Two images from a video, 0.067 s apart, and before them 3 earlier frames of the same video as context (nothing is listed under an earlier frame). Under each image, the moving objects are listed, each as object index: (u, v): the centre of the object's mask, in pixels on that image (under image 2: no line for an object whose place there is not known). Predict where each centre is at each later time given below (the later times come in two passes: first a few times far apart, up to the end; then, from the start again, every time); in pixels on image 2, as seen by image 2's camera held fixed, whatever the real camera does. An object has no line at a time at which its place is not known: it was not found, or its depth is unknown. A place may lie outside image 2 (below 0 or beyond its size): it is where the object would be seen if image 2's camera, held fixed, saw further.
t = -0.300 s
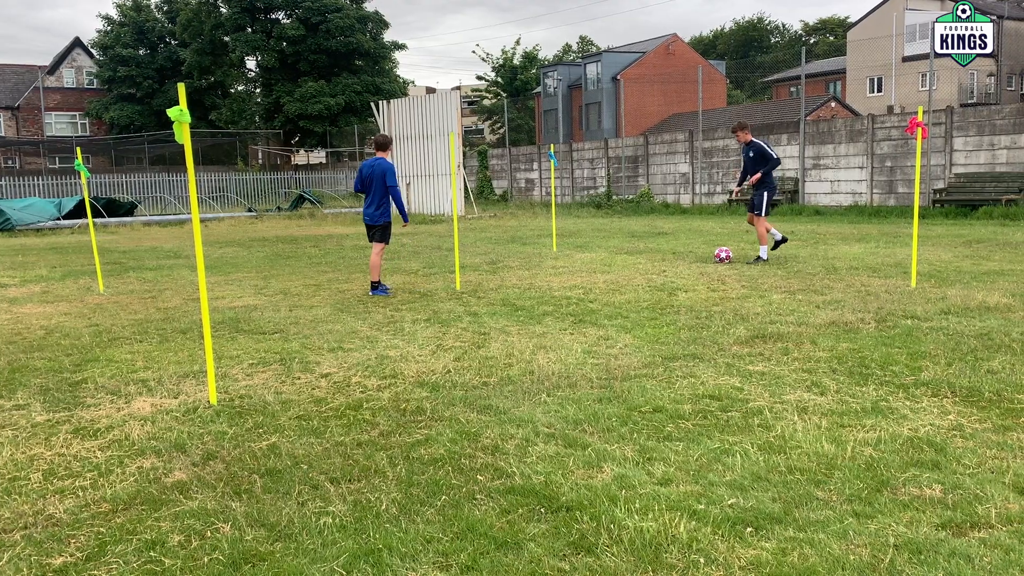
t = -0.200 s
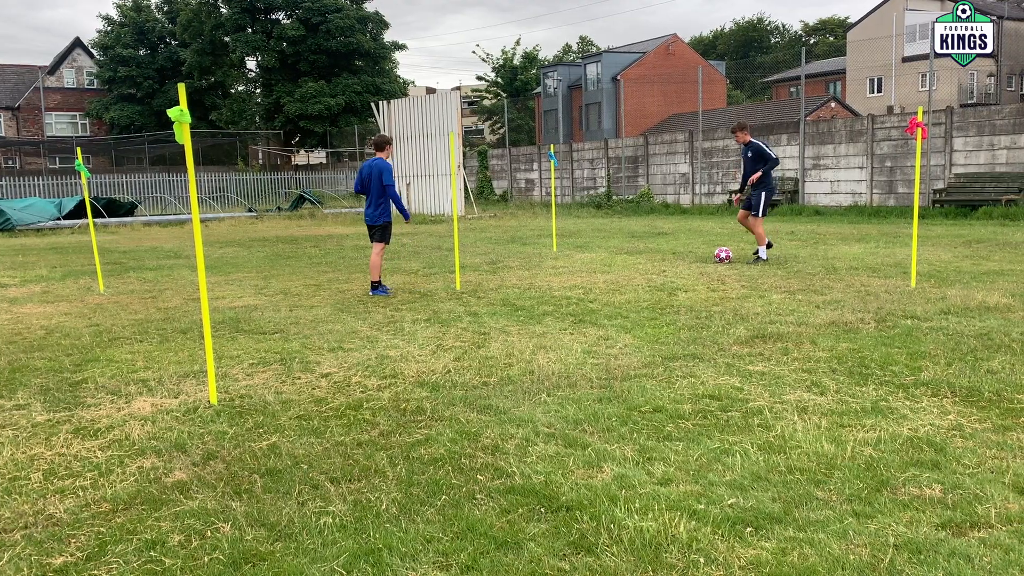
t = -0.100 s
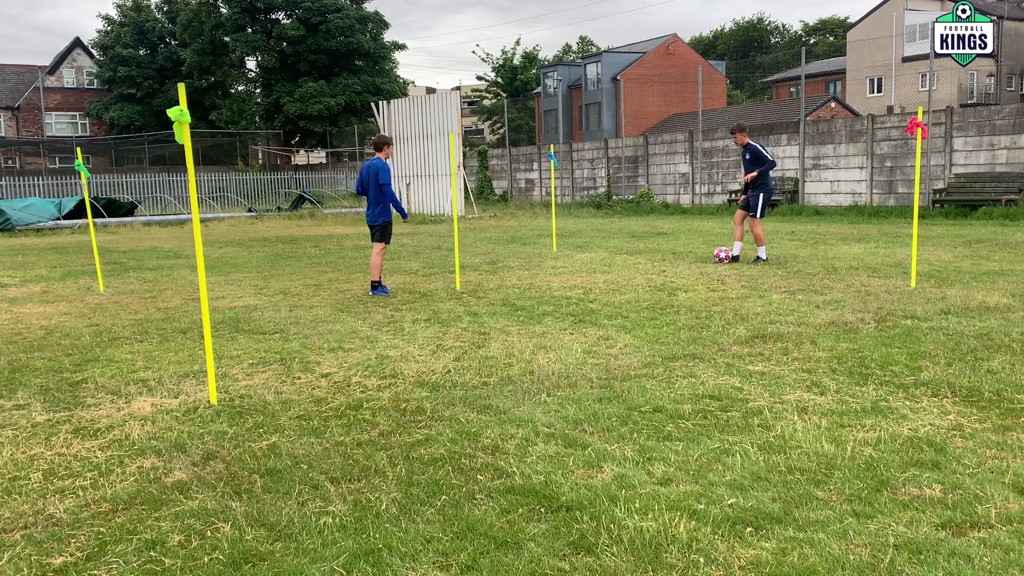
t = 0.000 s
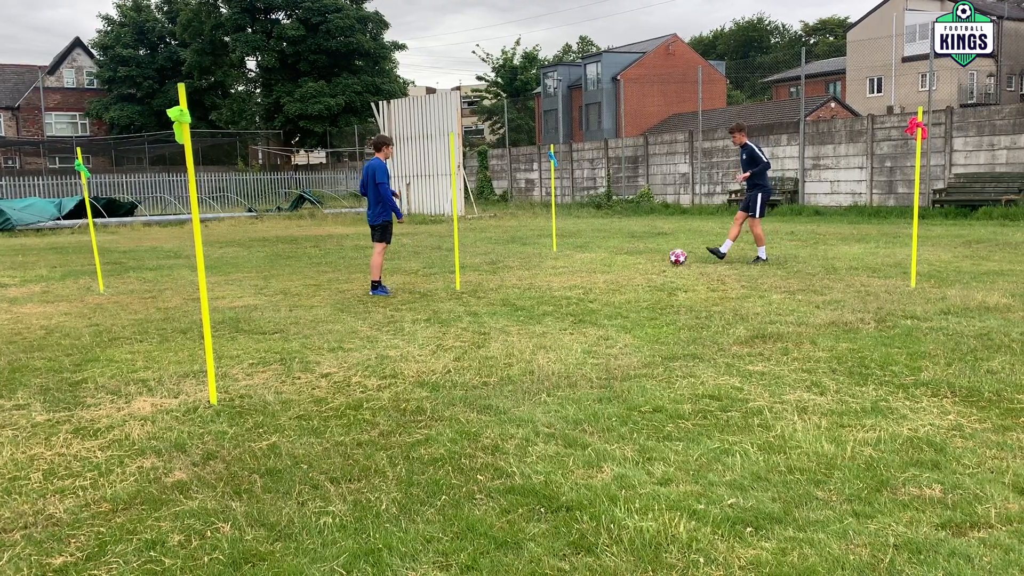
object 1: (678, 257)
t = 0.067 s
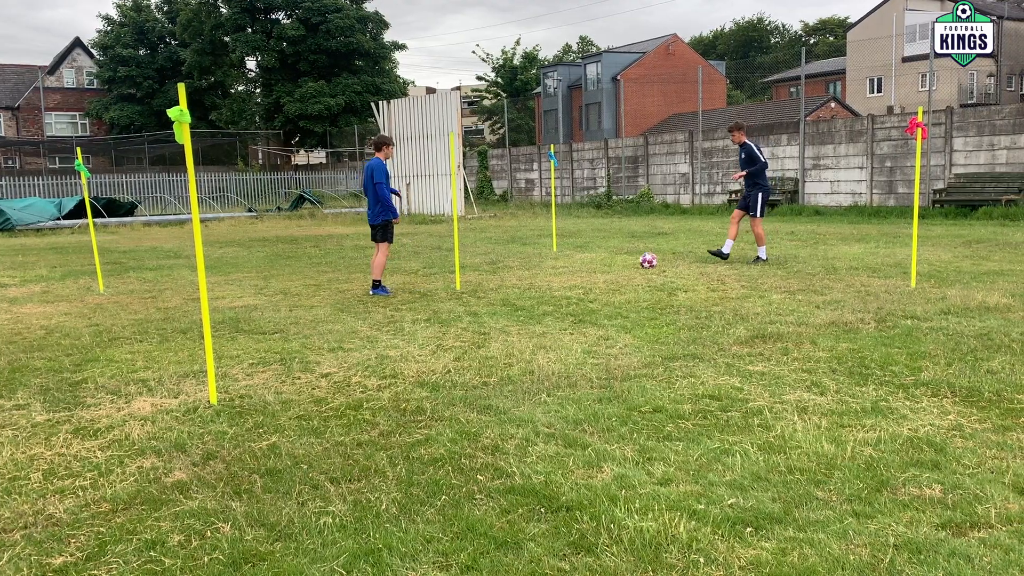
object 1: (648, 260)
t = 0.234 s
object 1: (581, 264)
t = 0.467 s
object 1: (504, 268)
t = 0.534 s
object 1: (485, 270)
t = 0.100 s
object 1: (634, 261)
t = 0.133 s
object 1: (621, 262)
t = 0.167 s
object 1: (607, 262)
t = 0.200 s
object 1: (594, 264)
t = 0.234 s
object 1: (581, 264)
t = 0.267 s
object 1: (569, 265)
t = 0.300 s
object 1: (557, 265)
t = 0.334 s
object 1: (546, 266)
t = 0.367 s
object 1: (534, 267)
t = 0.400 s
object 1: (523, 268)
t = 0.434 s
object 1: (514, 268)
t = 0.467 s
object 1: (504, 268)
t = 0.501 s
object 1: (495, 269)
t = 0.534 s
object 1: (485, 270)
